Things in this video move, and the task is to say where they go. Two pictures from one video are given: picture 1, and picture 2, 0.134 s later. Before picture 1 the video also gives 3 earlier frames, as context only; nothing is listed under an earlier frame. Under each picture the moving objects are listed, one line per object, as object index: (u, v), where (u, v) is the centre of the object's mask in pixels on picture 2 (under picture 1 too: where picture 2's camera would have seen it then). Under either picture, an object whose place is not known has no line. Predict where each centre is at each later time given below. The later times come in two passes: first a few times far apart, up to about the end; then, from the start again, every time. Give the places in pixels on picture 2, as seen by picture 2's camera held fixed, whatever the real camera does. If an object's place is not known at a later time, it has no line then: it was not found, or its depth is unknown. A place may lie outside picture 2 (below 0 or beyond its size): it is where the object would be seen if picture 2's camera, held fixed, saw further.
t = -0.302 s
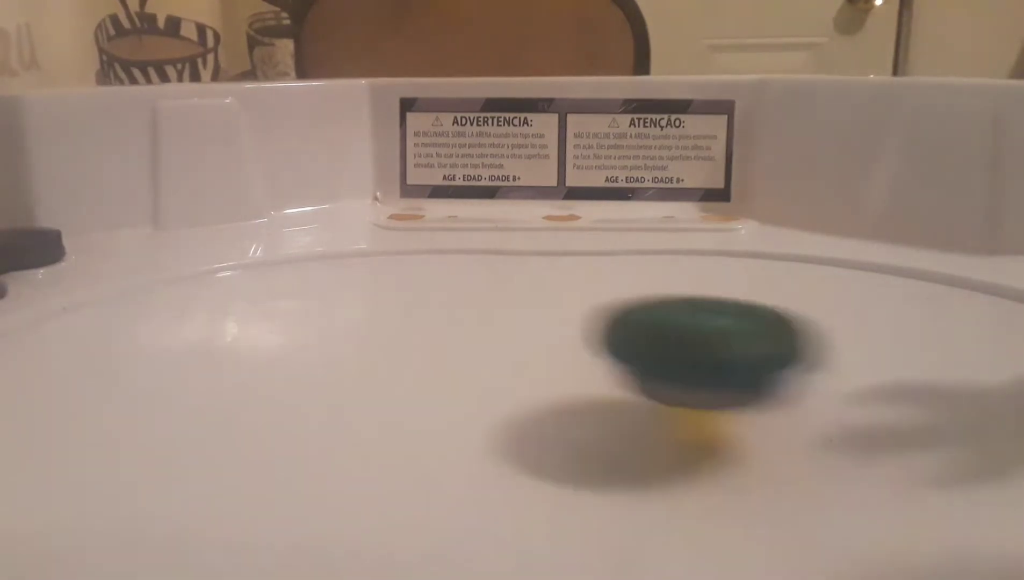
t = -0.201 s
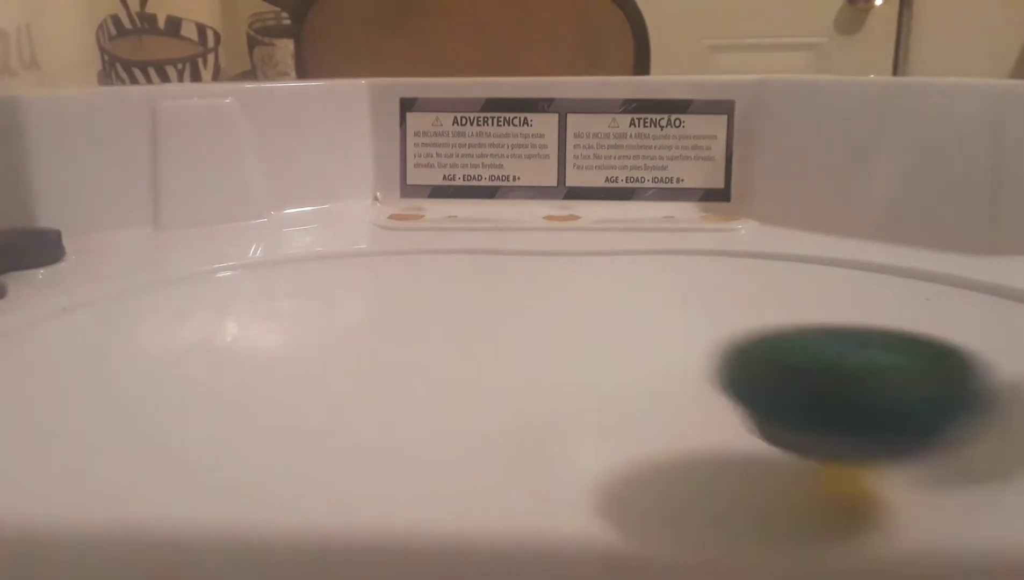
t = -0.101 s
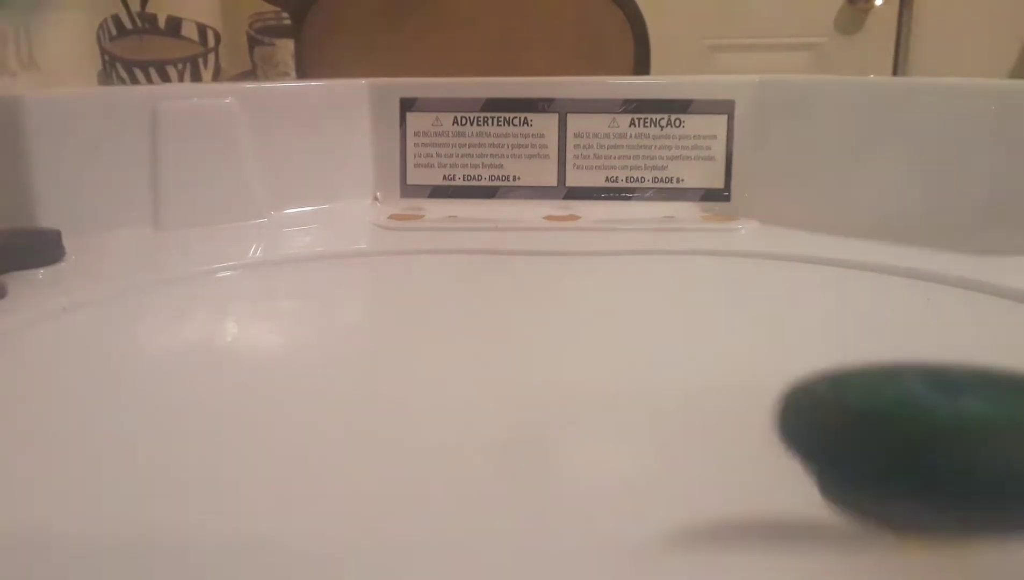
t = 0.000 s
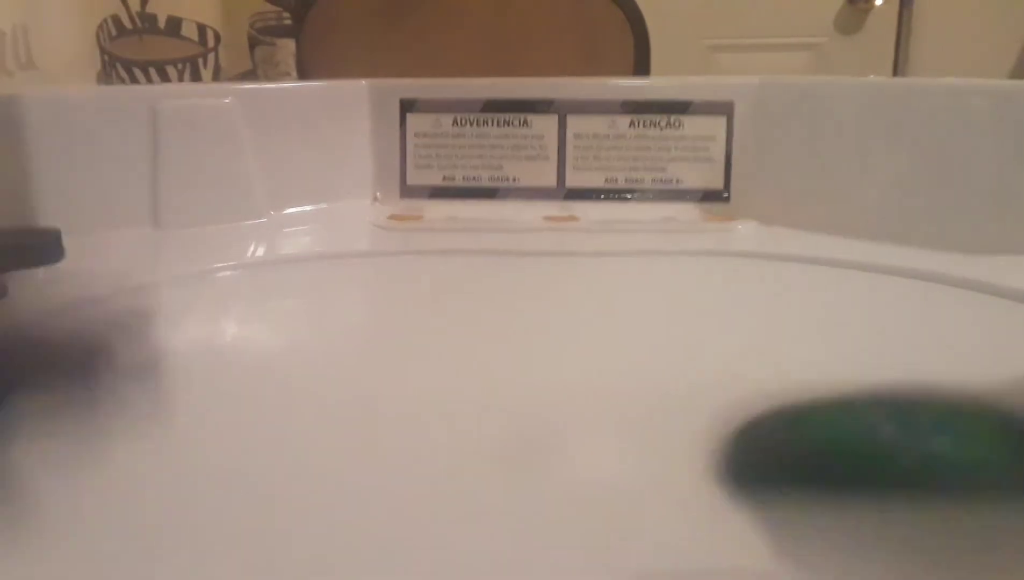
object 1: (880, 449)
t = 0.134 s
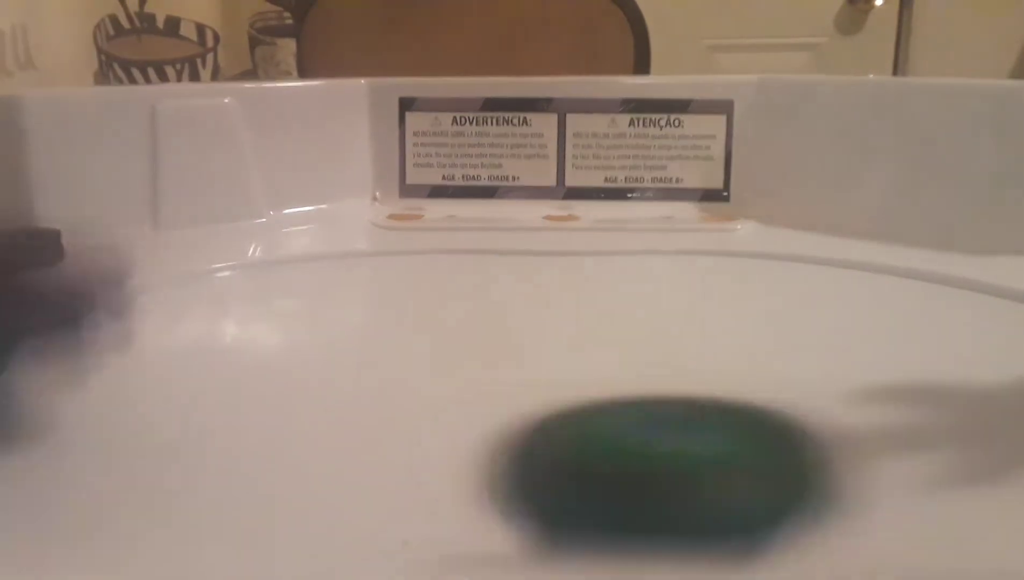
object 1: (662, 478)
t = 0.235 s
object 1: (510, 442)
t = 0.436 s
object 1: (519, 346)
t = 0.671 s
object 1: (675, 281)
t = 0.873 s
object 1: (922, 260)
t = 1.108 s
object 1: (941, 359)
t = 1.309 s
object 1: (635, 393)
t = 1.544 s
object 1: (664, 461)
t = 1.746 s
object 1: (497, 454)
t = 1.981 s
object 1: (216, 382)
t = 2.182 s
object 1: (384, 306)
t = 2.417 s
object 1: (632, 313)
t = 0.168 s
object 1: (603, 457)
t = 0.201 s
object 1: (549, 450)
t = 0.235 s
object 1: (510, 442)
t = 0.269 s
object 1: (490, 426)
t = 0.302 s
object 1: (483, 409)
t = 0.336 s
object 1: (488, 390)
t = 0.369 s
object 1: (500, 371)
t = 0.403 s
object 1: (515, 354)
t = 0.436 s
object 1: (519, 346)
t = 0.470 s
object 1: (516, 341)
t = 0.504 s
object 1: (520, 329)
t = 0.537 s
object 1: (537, 320)
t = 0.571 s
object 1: (564, 312)
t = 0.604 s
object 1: (600, 299)
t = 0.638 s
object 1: (635, 291)
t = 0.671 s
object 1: (675, 281)
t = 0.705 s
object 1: (719, 272)
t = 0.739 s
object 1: (762, 265)
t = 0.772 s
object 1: (805, 260)
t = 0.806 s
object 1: (846, 257)
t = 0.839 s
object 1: (888, 257)
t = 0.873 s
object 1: (922, 260)
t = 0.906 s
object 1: (947, 268)
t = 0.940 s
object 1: (961, 281)
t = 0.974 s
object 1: (968, 292)
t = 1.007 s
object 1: (969, 304)
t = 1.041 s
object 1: (966, 324)
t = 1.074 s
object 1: (956, 342)
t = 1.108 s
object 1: (941, 359)
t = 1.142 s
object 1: (918, 372)
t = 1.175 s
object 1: (879, 381)
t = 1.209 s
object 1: (825, 389)
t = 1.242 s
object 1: (760, 396)
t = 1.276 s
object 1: (698, 395)
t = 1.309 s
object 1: (635, 393)
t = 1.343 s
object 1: (583, 381)
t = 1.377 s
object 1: (545, 373)
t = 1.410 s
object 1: (525, 382)
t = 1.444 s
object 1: (569, 415)
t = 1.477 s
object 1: (606, 439)
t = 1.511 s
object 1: (639, 454)
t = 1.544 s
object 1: (664, 461)
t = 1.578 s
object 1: (674, 468)
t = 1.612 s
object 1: (666, 470)
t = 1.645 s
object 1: (640, 463)
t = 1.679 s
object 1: (606, 464)
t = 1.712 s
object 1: (556, 466)
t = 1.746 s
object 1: (497, 454)
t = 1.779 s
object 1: (435, 455)
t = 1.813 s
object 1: (366, 451)
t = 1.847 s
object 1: (299, 441)
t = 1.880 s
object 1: (248, 430)
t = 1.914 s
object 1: (222, 418)
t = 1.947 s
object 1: (212, 401)
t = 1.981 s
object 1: (216, 382)
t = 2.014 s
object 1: (229, 367)
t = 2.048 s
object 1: (252, 350)
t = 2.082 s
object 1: (280, 337)
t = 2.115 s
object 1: (314, 323)
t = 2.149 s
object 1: (347, 314)
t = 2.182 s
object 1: (384, 306)
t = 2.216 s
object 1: (423, 299)
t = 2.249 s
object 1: (465, 296)
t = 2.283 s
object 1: (510, 292)
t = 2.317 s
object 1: (556, 291)
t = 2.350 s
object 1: (599, 293)
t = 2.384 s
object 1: (612, 303)
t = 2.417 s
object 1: (632, 313)
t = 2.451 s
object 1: (656, 324)
